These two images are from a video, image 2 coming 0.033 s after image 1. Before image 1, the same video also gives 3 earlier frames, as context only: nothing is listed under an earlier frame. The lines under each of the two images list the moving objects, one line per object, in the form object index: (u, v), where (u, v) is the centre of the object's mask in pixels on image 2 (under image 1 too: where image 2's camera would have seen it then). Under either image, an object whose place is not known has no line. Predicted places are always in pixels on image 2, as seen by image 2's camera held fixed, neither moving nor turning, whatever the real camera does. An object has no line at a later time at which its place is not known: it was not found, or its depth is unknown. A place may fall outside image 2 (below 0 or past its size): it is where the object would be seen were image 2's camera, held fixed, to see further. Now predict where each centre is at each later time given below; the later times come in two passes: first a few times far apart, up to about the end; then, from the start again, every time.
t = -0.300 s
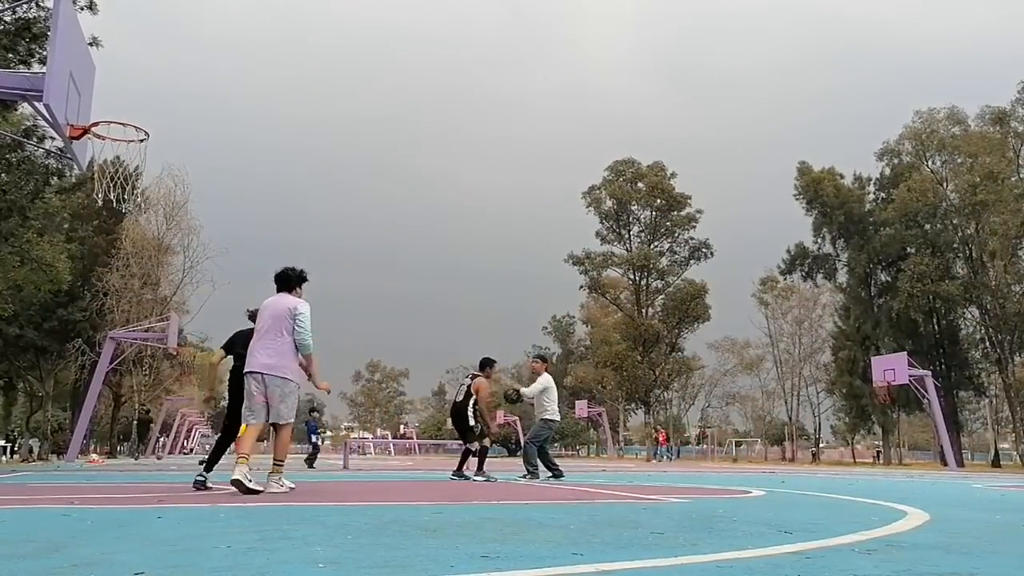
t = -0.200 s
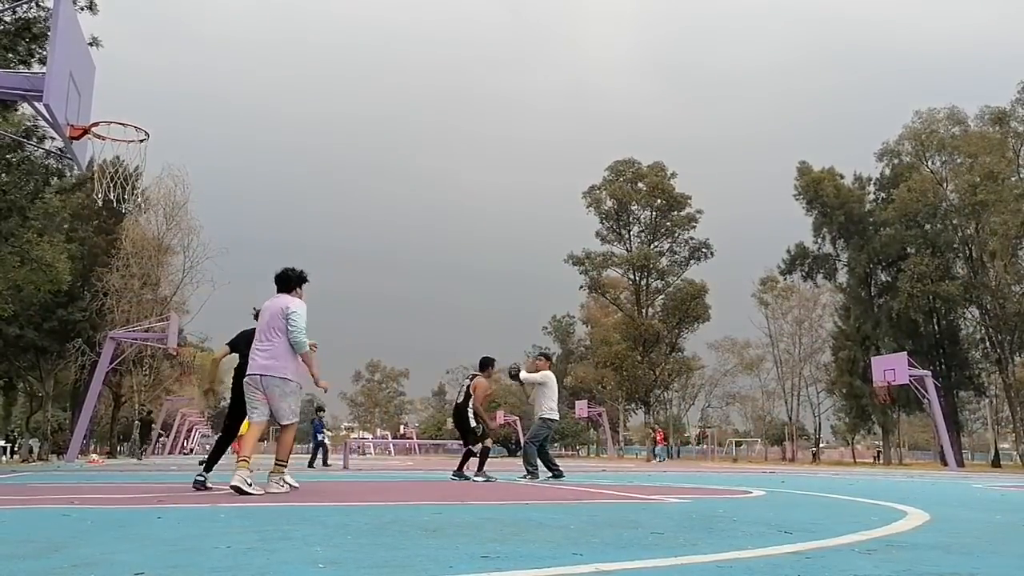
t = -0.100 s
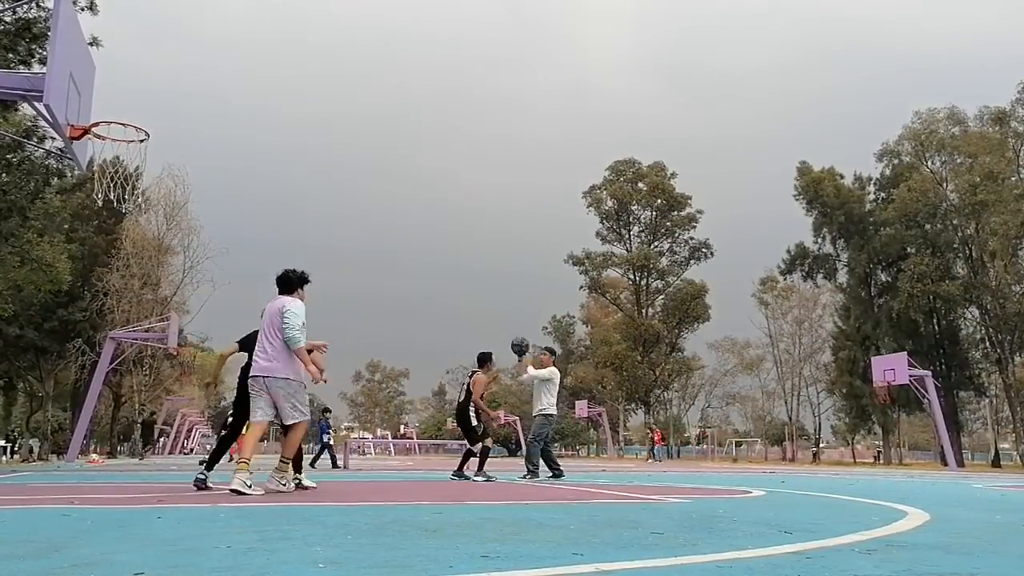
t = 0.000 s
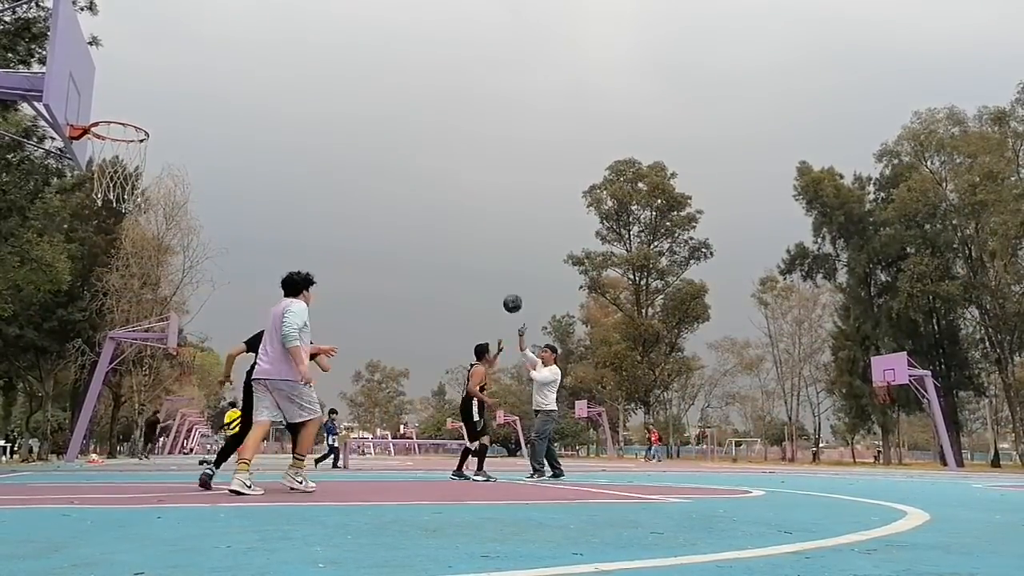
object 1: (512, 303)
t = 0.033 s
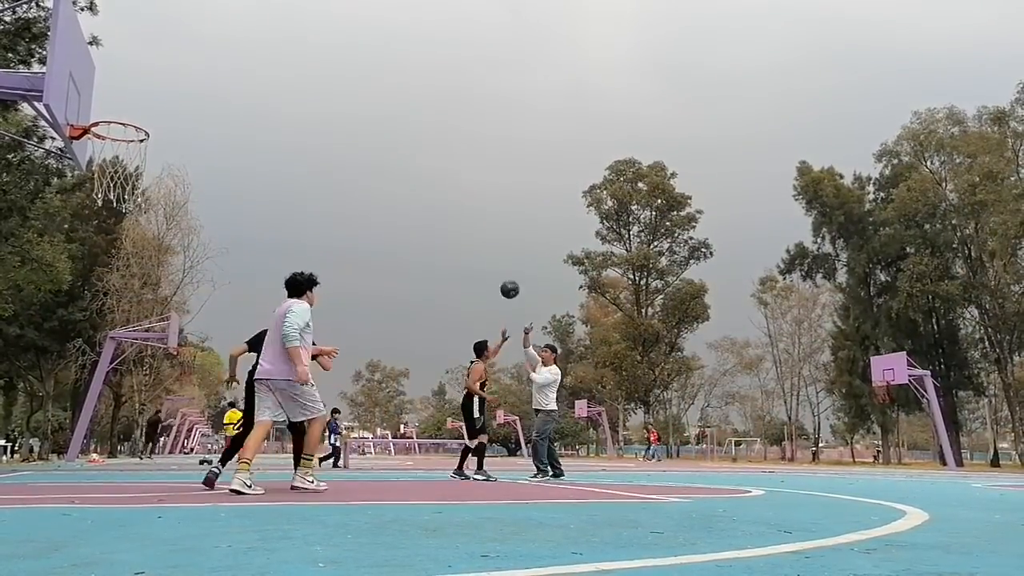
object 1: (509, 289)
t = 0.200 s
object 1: (495, 227)
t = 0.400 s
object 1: (475, 174)
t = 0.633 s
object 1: (447, 143)
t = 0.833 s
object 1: (416, 157)
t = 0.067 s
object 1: (507, 276)
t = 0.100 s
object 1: (504, 263)
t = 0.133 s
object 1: (501, 250)
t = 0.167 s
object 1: (498, 238)
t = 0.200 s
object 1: (495, 227)
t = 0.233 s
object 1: (492, 217)
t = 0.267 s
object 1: (488, 206)
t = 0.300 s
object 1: (485, 197)
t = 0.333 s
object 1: (482, 188)
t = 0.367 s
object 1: (478, 180)
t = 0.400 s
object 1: (475, 174)
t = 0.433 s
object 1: (471, 166)
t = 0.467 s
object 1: (467, 159)
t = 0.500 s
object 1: (464, 155)
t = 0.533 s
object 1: (460, 150)
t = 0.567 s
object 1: (456, 147)
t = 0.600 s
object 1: (451, 145)
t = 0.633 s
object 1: (447, 143)
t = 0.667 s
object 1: (442, 143)
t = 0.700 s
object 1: (437, 143)
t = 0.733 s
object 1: (432, 145)
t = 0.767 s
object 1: (428, 147)
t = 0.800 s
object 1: (422, 152)
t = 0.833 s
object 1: (416, 157)
